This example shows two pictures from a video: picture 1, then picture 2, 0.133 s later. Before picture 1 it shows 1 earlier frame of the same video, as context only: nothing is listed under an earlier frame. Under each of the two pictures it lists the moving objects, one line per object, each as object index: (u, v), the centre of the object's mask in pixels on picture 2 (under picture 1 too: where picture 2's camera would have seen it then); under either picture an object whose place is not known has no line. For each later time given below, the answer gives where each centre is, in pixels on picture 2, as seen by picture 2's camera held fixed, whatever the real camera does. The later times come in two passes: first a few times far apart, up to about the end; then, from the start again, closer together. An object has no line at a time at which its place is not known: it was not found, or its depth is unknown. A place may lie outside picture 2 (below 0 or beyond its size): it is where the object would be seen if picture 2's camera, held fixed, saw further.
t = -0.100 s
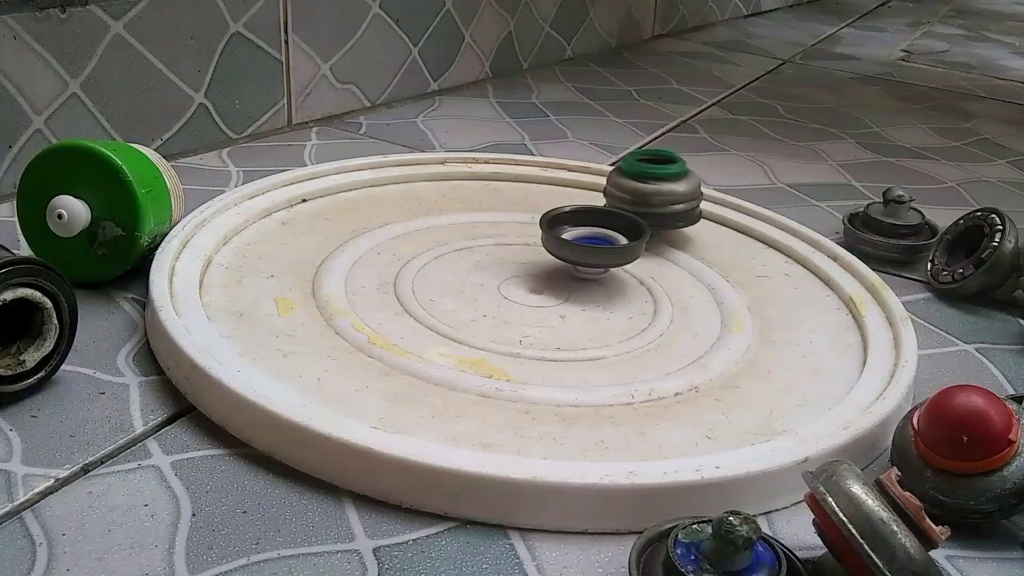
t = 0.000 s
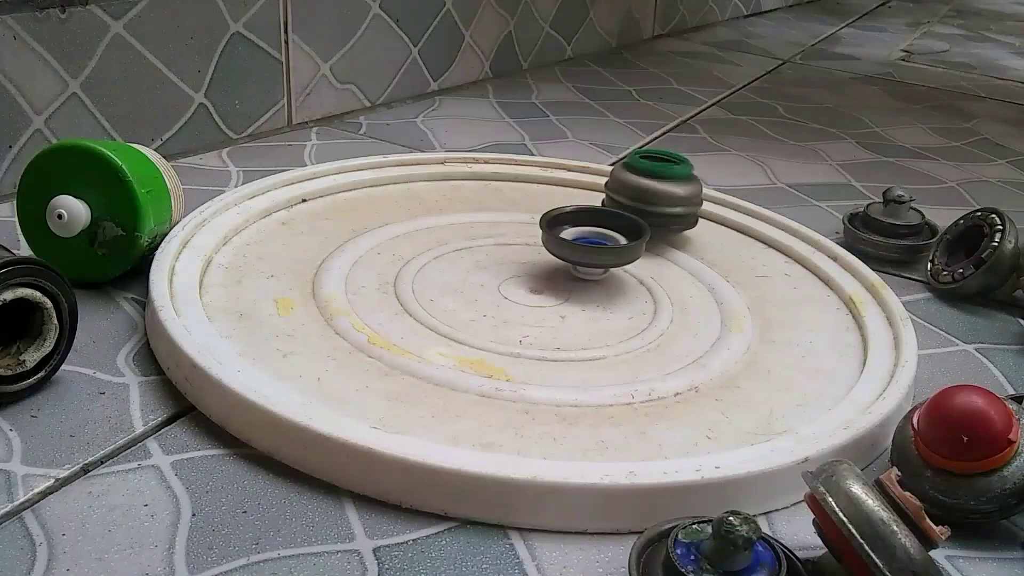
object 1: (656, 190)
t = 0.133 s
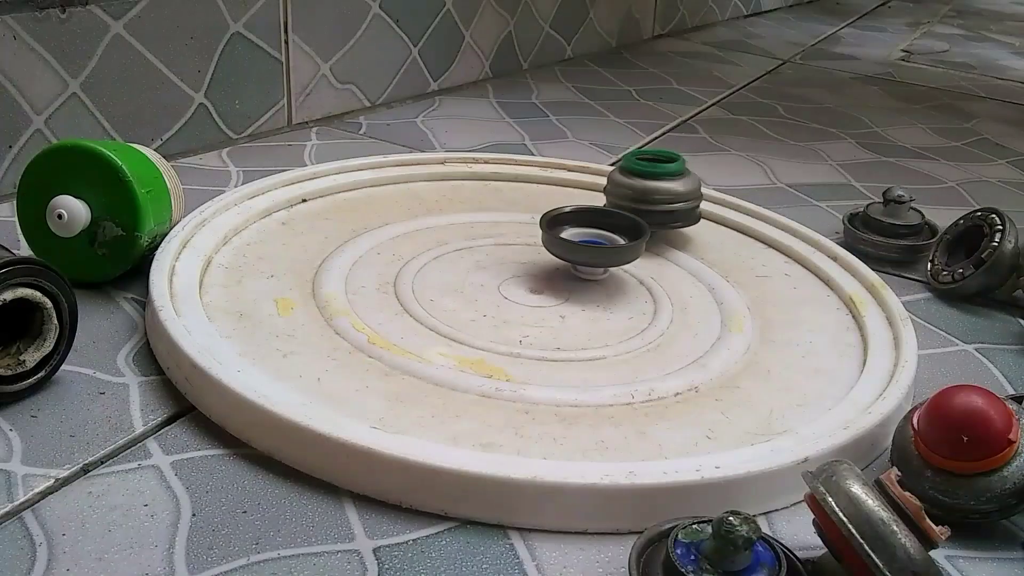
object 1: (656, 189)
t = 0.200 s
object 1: (655, 190)
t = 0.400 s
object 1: (656, 191)
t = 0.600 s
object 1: (656, 189)
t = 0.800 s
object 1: (655, 189)
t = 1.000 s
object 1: (656, 190)
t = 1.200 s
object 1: (655, 190)
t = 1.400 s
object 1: (656, 190)
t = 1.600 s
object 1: (656, 189)
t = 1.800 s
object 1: (656, 190)
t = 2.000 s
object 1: (656, 189)
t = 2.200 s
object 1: (656, 191)
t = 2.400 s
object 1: (655, 189)
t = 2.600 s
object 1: (656, 191)
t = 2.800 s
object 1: (656, 190)
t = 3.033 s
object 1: (658, 192)
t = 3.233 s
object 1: (657, 190)
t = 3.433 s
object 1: (659, 189)
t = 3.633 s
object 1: (656, 187)
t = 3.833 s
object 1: (645, 185)
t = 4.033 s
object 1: (639, 185)
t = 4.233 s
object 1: (646, 187)
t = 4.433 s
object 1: (660, 190)
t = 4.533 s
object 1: (663, 193)
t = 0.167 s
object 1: (656, 190)
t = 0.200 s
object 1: (655, 190)
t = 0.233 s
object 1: (656, 189)
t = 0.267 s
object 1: (655, 190)
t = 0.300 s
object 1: (656, 189)
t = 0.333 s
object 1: (655, 190)
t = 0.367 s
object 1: (656, 189)
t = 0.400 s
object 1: (656, 191)
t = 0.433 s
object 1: (655, 190)
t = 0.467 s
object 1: (656, 191)
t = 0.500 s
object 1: (655, 189)
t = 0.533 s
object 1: (656, 189)
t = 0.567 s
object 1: (655, 190)
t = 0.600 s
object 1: (656, 189)
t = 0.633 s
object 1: (656, 190)
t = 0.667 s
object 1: (656, 190)
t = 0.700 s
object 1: (656, 190)
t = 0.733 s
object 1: (655, 189)
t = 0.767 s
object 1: (656, 189)
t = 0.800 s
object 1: (655, 189)
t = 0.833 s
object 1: (656, 189)
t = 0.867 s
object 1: (656, 190)
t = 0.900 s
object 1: (656, 189)
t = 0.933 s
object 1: (656, 190)
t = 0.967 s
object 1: (655, 189)
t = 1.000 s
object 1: (656, 190)
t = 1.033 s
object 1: (655, 189)
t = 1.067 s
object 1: (656, 190)
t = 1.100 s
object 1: (656, 190)
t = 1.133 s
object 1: (656, 190)
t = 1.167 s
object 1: (656, 191)
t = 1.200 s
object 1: (655, 190)
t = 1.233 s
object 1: (656, 190)
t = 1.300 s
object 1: (656, 190)
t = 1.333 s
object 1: (655, 190)
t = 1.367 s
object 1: (656, 190)
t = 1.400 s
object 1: (656, 190)
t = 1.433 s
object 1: (655, 190)
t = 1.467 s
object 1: (656, 191)
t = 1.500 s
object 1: (655, 190)
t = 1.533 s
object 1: (656, 190)
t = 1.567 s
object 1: (655, 189)
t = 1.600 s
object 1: (656, 189)
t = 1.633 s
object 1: (656, 191)
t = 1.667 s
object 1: (655, 190)
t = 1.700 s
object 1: (656, 190)
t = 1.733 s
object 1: (656, 190)
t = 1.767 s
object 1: (656, 189)
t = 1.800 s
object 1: (656, 190)
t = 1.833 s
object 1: (656, 189)
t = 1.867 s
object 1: (656, 191)
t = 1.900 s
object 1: (655, 189)
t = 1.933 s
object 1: (656, 191)
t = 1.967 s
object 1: (656, 191)
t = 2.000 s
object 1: (656, 189)
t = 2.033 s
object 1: (656, 191)
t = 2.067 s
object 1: (655, 189)
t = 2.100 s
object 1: (656, 190)
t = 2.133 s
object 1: (655, 189)
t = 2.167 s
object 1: (656, 189)
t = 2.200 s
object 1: (656, 191)
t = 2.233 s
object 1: (656, 190)
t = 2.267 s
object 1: (657, 191)
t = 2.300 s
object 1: (656, 190)
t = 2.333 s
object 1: (656, 189)
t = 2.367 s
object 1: (655, 190)
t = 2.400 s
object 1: (655, 189)
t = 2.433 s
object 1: (656, 190)
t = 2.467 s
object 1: (656, 190)
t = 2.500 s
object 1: (657, 190)
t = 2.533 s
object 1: (657, 191)
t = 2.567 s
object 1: (656, 189)
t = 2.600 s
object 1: (656, 191)
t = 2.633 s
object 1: (655, 190)
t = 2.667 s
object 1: (655, 189)
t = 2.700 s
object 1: (656, 190)
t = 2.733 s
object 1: (656, 189)
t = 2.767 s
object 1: (657, 189)
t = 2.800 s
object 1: (656, 190)
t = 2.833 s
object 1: (656, 190)
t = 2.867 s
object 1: (656, 190)
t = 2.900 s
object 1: (654, 190)
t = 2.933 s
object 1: (655, 190)
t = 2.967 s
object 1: (655, 189)
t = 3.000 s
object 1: (655, 189)
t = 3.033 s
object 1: (658, 192)
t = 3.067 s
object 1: (657, 190)
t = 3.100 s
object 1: (656, 189)
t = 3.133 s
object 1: (655, 188)
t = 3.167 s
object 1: (655, 188)
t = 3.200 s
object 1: (657, 189)
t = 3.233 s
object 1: (657, 190)
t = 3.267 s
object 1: (656, 188)
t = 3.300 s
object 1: (657, 188)
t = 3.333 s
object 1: (658, 188)
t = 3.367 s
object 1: (658, 188)
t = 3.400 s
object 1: (658, 189)
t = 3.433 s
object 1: (659, 189)
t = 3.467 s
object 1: (658, 188)
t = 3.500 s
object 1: (658, 188)
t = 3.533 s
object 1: (660, 188)
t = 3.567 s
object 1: (661, 189)
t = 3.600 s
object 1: (657, 188)
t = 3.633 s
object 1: (656, 187)
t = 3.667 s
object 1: (657, 189)
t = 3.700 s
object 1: (656, 188)
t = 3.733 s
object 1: (652, 186)
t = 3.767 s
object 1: (650, 187)
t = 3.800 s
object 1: (648, 186)
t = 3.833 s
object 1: (645, 185)
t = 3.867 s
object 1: (643, 185)
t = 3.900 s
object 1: (643, 185)
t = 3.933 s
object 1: (643, 186)
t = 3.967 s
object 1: (641, 186)
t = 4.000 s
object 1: (639, 184)
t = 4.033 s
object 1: (639, 185)
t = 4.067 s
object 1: (640, 185)
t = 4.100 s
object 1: (641, 185)
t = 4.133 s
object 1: (643, 186)
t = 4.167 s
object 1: (644, 188)
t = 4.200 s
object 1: (642, 187)
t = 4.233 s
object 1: (646, 187)
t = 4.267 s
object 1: (656, 191)
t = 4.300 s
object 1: (660, 195)
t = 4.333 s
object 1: (659, 195)
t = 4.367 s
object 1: (657, 192)
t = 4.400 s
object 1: (657, 190)
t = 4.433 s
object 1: (660, 190)
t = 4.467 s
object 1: (663, 192)
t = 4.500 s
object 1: (664, 194)
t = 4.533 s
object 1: (663, 193)
